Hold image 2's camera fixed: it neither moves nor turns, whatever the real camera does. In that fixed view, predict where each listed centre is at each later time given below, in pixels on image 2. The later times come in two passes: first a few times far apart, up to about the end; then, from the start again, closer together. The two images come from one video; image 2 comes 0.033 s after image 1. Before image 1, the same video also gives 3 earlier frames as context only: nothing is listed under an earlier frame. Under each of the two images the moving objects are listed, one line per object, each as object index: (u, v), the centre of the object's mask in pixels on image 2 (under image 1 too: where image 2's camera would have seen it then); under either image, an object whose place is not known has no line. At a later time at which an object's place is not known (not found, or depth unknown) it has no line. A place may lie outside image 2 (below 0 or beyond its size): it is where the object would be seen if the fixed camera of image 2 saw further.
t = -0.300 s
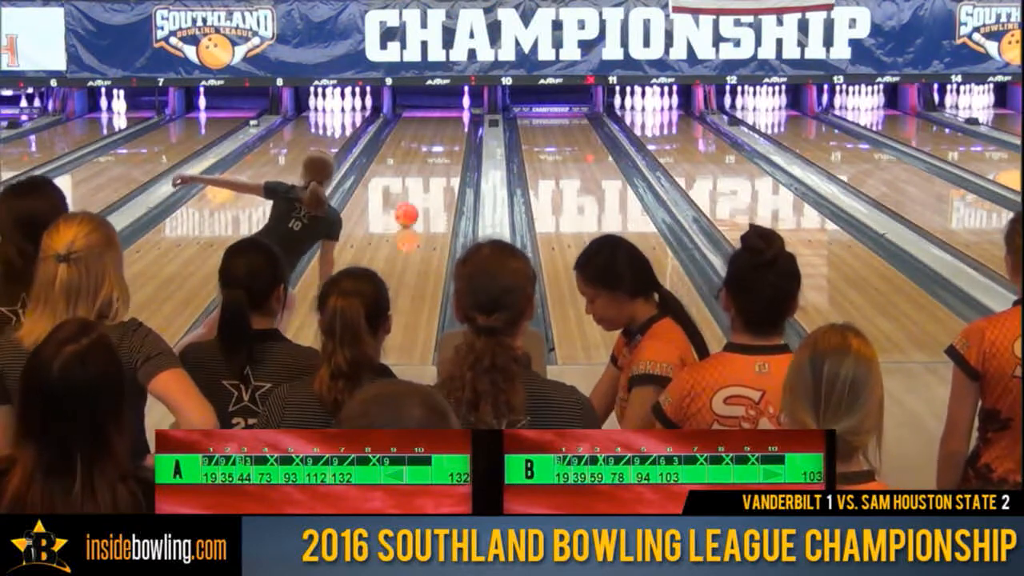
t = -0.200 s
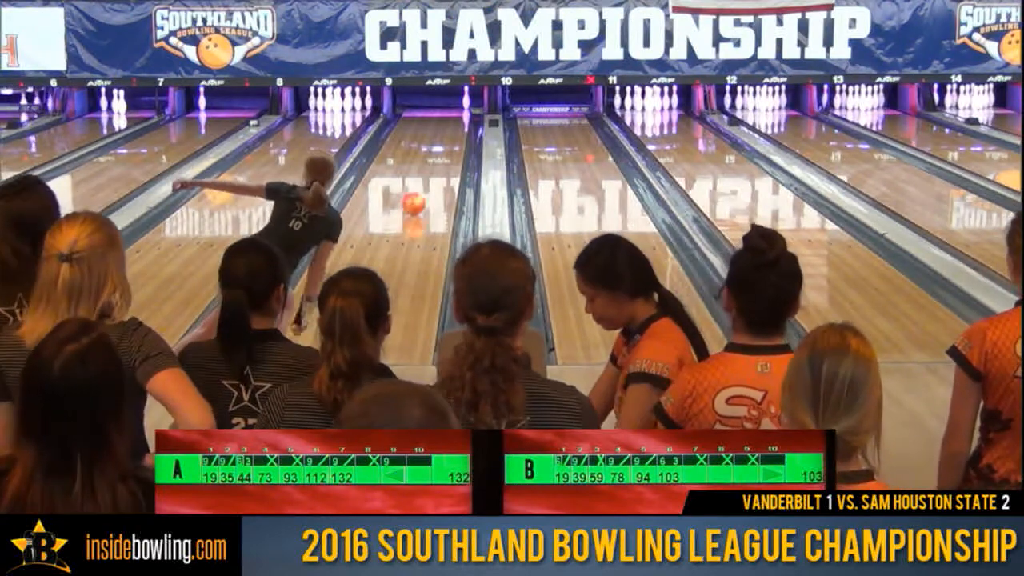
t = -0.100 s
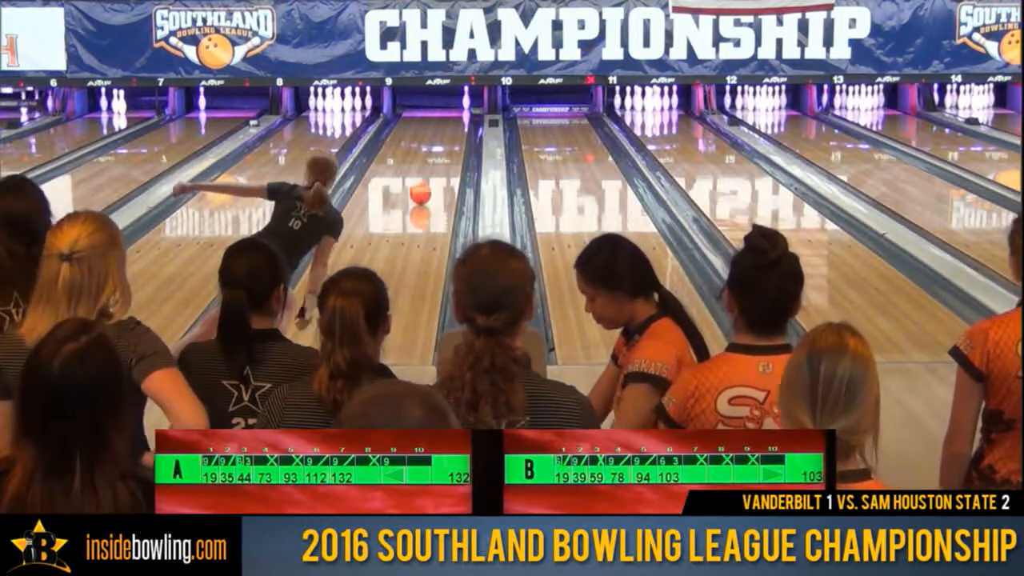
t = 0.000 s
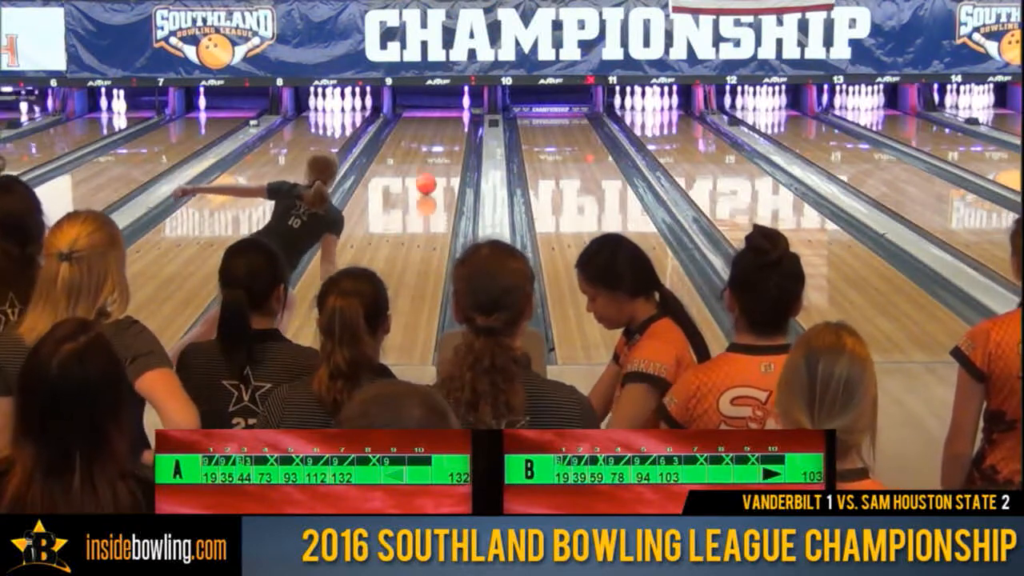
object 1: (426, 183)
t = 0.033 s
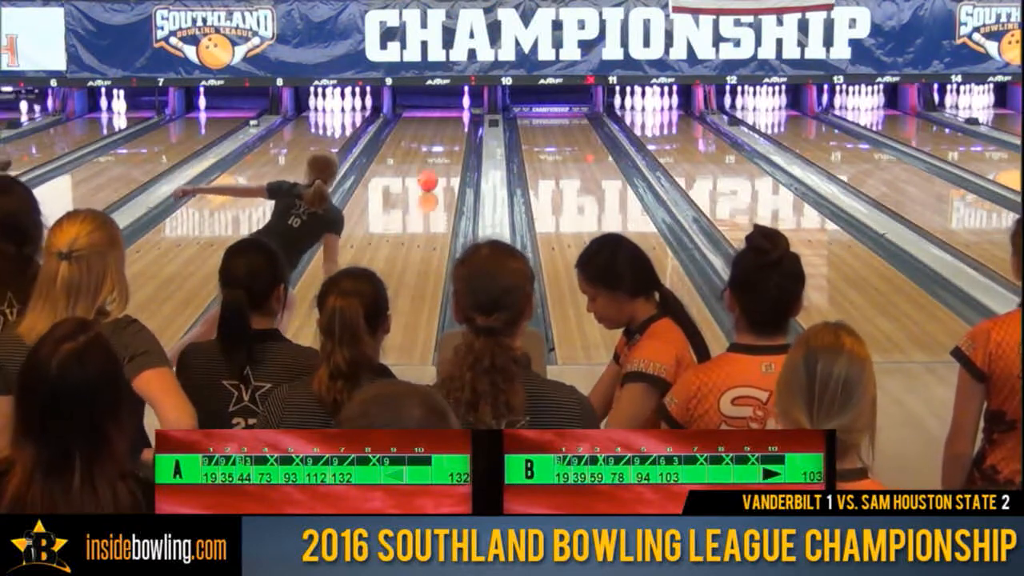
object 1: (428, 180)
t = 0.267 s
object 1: (439, 162)
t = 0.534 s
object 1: (450, 146)
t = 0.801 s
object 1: (457, 131)
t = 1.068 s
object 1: (462, 120)
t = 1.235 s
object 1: (464, 114)
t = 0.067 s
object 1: (429, 176)
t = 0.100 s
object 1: (431, 174)
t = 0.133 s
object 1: (433, 172)
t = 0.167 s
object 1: (434, 168)
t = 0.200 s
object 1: (436, 166)
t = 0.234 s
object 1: (438, 164)
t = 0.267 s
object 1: (439, 162)
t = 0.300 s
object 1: (440, 160)
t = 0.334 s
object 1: (441, 159)
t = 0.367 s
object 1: (443, 156)
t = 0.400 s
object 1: (445, 153)
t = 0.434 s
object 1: (446, 150)
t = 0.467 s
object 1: (448, 148)
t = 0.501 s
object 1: (449, 147)
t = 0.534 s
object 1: (450, 146)
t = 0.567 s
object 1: (451, 143)
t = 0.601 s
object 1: (451, 142)
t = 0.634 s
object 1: (452, 140)
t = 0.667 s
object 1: (453, 138)
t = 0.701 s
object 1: (453, 137)
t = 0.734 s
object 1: (454, 135)
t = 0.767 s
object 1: (456, 132)
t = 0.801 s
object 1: (457, 131)
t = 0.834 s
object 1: (457, 130)
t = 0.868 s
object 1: (458, 128)
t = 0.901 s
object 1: (458, 127)
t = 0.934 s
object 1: (459, 126)
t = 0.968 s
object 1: (460, 124)
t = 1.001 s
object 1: (460, 123)
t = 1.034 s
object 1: (461, 121)
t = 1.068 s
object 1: (462, 120)
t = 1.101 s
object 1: (463, 119)
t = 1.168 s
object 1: (464, 116)
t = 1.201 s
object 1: (464, 115)
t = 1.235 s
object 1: (464, 114)
